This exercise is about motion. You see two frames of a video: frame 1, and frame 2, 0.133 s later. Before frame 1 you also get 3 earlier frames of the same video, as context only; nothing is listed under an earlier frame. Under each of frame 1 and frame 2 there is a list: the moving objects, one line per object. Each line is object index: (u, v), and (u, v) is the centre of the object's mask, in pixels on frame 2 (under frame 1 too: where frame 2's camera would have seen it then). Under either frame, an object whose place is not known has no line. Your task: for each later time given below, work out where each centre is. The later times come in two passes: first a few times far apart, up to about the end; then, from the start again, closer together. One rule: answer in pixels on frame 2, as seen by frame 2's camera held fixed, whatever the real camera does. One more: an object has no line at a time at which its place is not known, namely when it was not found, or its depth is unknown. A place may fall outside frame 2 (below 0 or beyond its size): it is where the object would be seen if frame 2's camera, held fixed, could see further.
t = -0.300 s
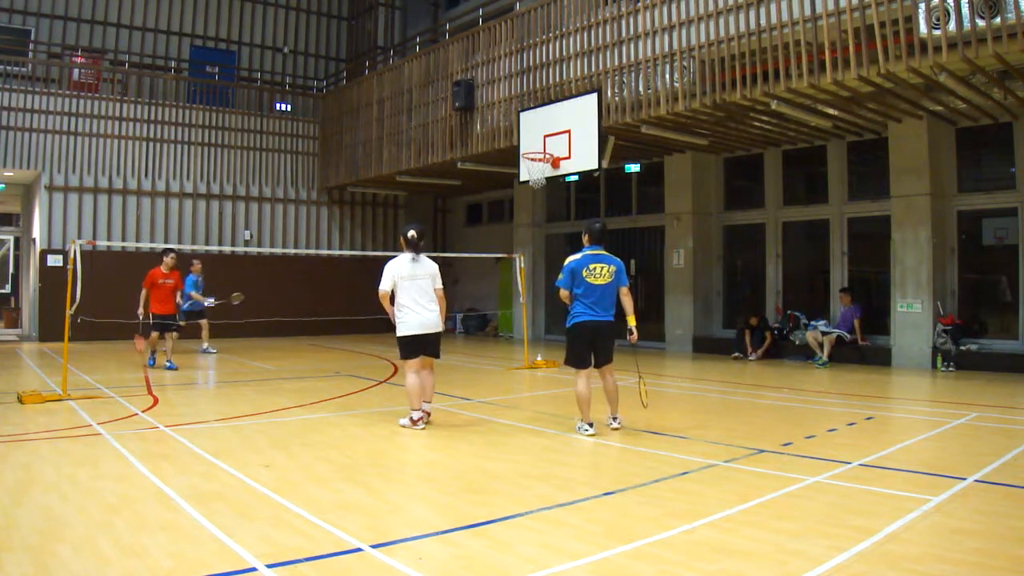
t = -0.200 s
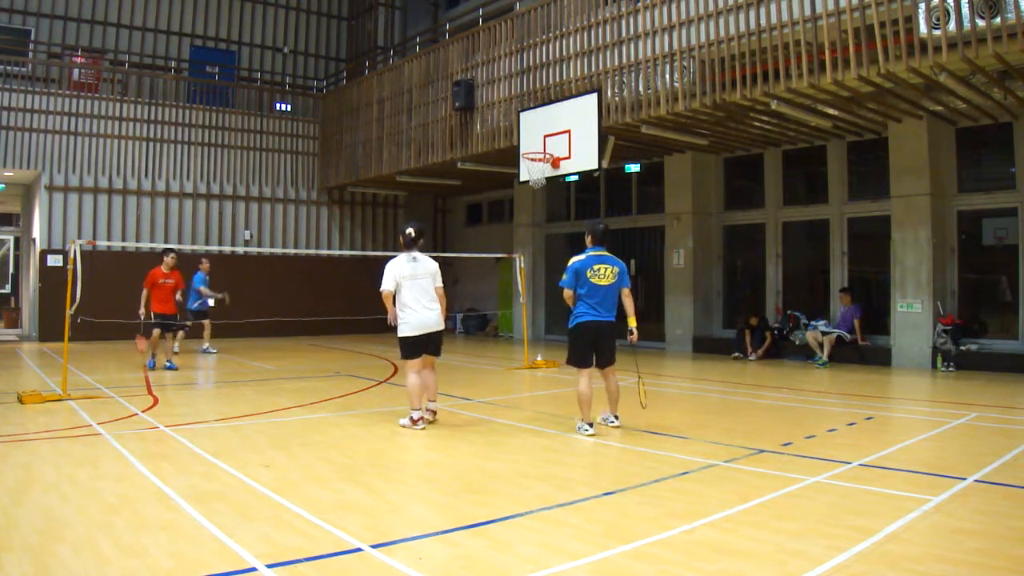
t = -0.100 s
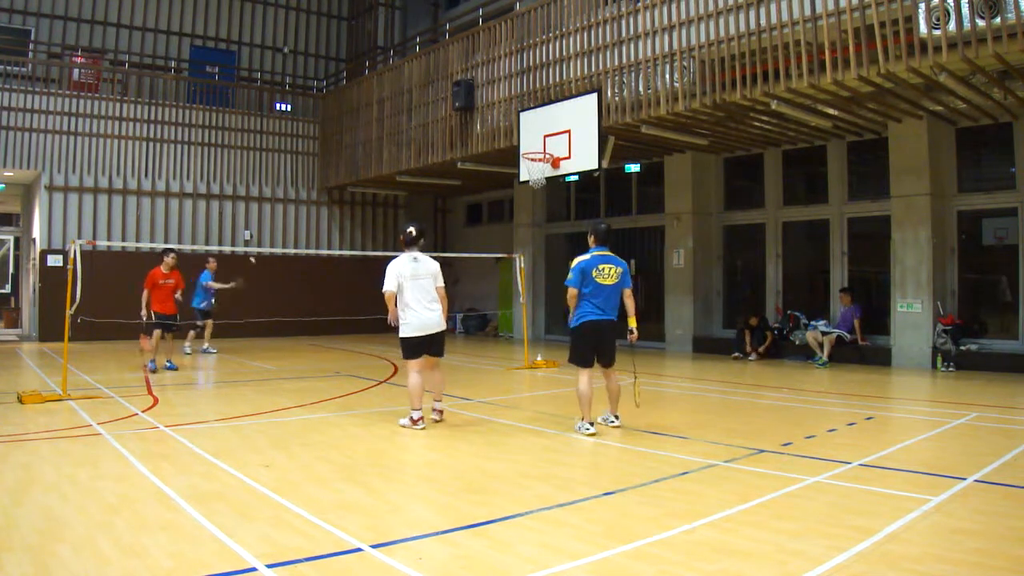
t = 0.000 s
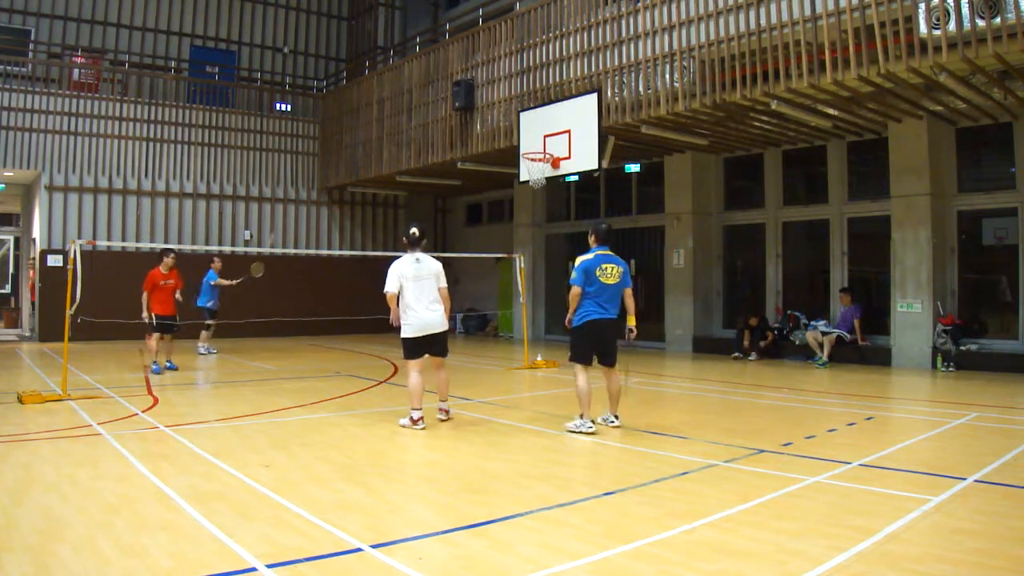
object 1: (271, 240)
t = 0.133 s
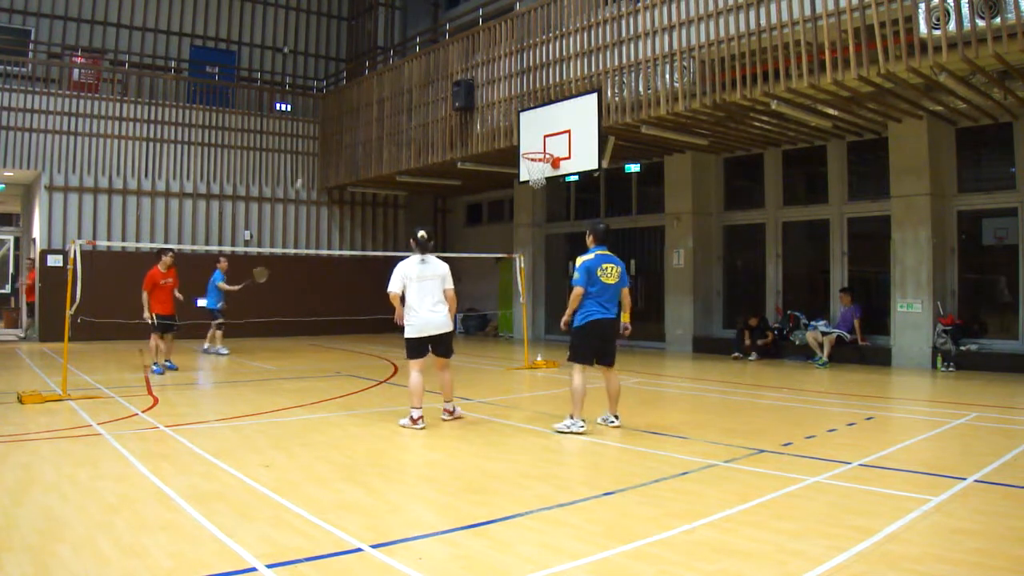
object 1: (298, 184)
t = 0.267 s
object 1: (324, 144)
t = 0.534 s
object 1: (371, 110)
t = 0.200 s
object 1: (311, 161)
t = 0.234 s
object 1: (318, 152)
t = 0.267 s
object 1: (324, 144)
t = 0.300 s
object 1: (330, 135)
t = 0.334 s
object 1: (336, 129)
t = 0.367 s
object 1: (343, 123)
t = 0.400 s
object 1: (348, 118)
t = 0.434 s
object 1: (354, 115)
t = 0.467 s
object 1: (359, 112)
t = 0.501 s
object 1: (365, 110)
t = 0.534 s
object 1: (371, 110)
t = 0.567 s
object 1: (377, 110)
